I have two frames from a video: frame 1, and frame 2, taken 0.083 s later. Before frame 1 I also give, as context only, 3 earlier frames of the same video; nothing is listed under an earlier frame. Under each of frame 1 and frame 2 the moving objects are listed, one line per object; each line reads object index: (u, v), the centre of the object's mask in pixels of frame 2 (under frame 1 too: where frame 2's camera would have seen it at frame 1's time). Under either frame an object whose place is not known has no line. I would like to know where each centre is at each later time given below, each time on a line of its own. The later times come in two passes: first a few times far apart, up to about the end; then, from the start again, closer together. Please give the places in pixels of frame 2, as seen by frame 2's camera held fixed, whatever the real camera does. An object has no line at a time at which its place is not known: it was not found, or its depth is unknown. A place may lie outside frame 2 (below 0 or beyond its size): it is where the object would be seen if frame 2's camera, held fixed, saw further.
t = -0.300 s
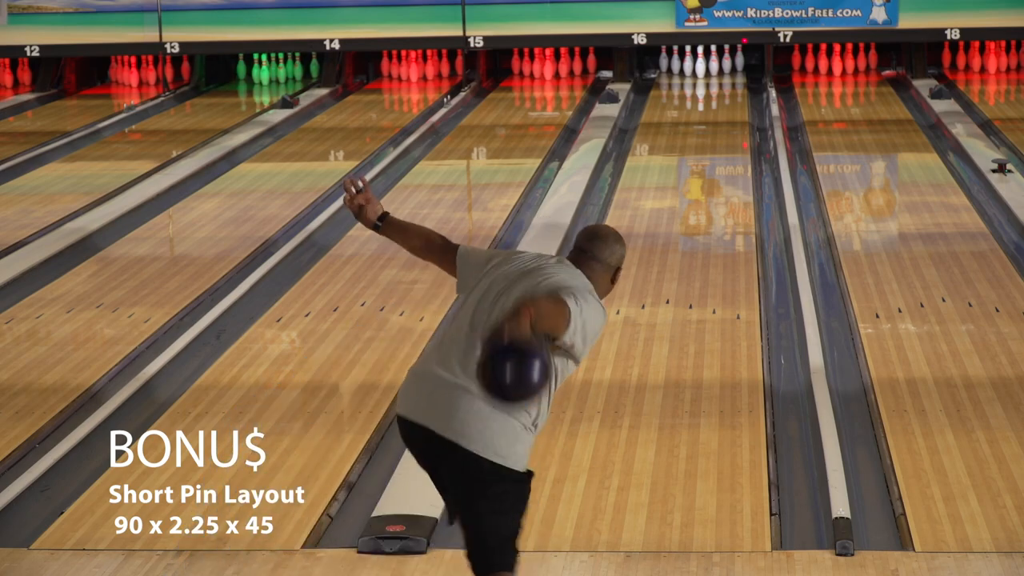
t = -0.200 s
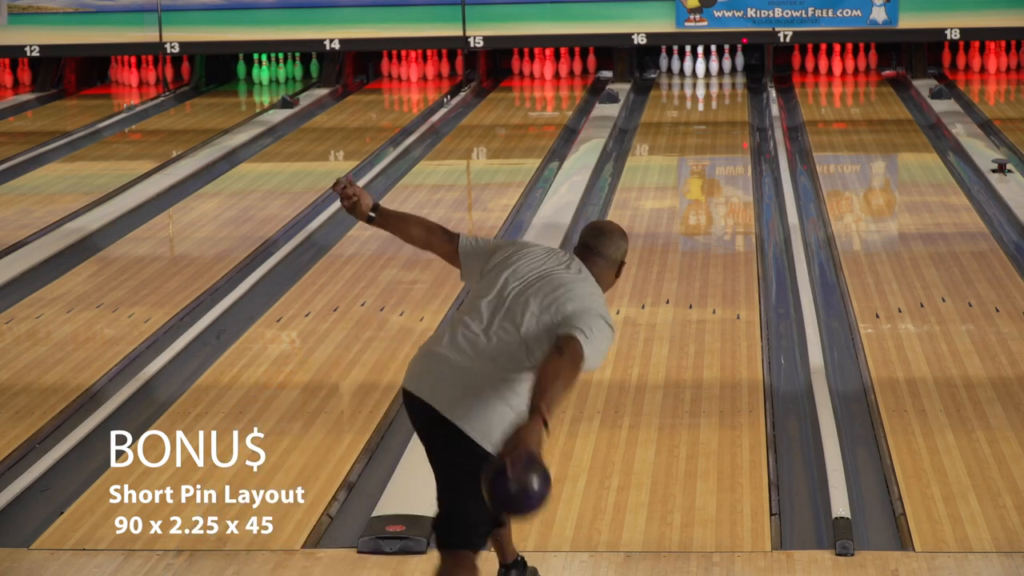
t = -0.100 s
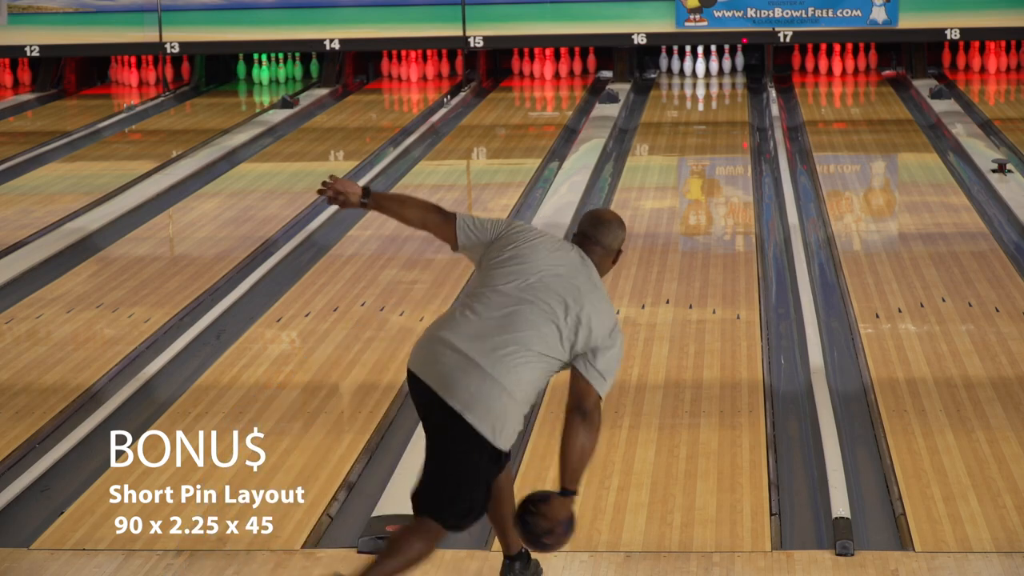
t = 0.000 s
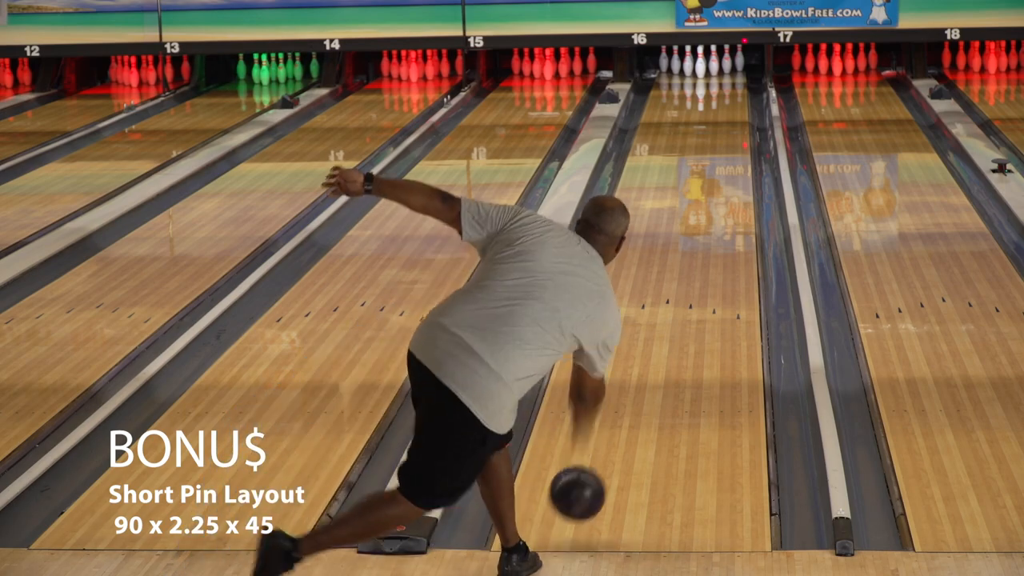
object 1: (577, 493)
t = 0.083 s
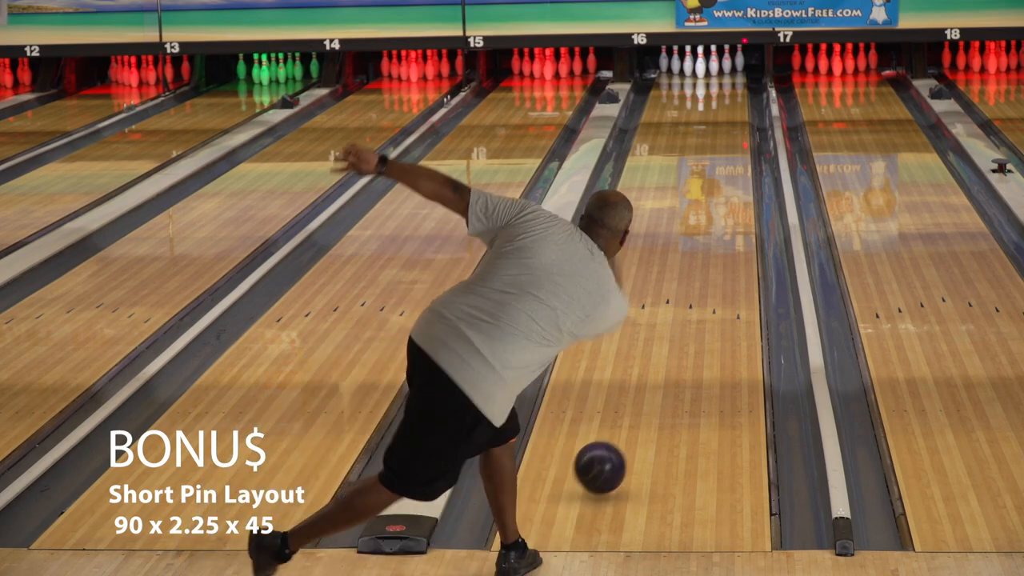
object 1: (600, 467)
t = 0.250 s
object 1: (635, 393)
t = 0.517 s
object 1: (674, 301)
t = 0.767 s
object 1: (702, 240)
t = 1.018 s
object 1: (727, 200)
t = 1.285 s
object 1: (730, 156)
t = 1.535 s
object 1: (735, 128)
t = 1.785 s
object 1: (732, 106)
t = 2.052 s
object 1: (721, 88)
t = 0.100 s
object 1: (604, 464)
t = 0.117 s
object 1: (608, 455)
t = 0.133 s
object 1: (612, 446)
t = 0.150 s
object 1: (615, 438)
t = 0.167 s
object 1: (619, 430)
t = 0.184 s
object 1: (622, 422)
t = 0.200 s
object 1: (626, 415)
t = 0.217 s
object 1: (629, 407)
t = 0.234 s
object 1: (632, 400)
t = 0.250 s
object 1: (635, 393)
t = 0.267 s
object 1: (638, 386)
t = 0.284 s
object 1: (641, 379)
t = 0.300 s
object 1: (643, 373)
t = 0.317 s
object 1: (646, 366)
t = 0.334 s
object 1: (649, 360)
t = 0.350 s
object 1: (652, 354)
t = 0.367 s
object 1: (654, 348)
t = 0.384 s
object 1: (657, 342)
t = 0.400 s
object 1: (659, 336)
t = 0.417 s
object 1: (661, 331)
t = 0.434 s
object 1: (664, 325)
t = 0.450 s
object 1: (666, 320)
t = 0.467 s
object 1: (668, 315)
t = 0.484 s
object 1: (670, 310)
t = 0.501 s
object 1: (672, 305)
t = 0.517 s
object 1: (674, 301)
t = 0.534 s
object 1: (676, 296)
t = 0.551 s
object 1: (678, 292)
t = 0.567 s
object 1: (680, 287)
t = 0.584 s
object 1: (682, 283)
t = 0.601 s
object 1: (684, 280)
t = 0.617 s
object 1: (687, 276)
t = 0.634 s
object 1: (689, 273)
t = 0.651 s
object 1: (692, 269)
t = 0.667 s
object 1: (694, 265)
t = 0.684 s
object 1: (696, 261)
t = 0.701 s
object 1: (698, 256)
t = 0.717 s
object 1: (699, 252)
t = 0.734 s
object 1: (701, 248)
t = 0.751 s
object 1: (702, 244)
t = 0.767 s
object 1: (702, 240)
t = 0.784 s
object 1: (703, 237)
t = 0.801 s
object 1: (704, 234)
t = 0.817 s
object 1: (705, 230)
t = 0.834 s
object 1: (706, 227)
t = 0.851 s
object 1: (707, 223)
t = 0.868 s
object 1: (708, 220)
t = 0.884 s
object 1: (709, 217)
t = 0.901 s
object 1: (711, 214)
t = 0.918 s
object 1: (712, 211)
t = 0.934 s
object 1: (713, 208)
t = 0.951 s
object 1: (716, 205)
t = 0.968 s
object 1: (718, 203)
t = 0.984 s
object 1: (720, 202)
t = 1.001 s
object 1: (723, 201)
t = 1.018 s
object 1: (727, 200)
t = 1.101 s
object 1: (723, 181)
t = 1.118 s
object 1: (723, 179)
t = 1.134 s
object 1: (724, 176)
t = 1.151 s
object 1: (725, 174)
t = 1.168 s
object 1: (726, 172)
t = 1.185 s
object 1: (727, 169)
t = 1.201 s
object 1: (727, 167)
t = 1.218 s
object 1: (728, 165)
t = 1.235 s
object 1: (728, 163)
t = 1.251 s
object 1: (729, 160)
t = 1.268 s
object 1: (730, 158)
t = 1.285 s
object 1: (730, 156)
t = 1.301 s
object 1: (731, 154)
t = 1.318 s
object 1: (731, 152)
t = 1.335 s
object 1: (732, 150)
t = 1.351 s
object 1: (732, 148)
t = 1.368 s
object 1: (733, 146)
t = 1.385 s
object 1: (733, 144)
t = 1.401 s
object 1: (733, 142)
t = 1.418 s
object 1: (734, 141)
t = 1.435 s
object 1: (734, 139)
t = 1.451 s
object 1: (734, 137)
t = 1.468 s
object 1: (735, 135)
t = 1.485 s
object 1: (735, 134)
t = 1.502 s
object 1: (735, 132)
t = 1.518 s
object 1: (735, 130)
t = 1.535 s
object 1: (735, 128)
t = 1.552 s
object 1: (735, 127)
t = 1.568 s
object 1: (735, 125)
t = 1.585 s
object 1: (735, 124)
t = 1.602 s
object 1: (735, 122)
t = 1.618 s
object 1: (735, 120)
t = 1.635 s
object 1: (735, 119)
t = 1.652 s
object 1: (735, 117)
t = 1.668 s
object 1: (735, 116)
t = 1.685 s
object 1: (734, 115)
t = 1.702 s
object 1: (734, 113)
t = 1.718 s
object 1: (734, 112)
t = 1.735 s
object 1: (734, 110)
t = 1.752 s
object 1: (733, 109)
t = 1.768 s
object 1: (733, 108)
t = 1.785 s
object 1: (732, 106)
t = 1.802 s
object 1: (732, 105)
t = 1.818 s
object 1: (731, 104)
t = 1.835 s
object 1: (731, 103)
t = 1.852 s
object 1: (731, 101)
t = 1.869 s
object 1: (730, 100)
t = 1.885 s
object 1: (729, 99)
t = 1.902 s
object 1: (729, 98)
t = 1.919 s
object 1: (728, 97)
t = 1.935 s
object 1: (727, 96)
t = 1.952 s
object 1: (726, 94)
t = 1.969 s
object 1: (725, 93)
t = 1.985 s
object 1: (725, 92)
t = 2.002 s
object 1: (724, 91)
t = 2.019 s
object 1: (723, 90)
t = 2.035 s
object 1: (722, 89)
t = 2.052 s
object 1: (721, 88)
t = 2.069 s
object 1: (720, 87)
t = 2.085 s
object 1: (719, 86)
